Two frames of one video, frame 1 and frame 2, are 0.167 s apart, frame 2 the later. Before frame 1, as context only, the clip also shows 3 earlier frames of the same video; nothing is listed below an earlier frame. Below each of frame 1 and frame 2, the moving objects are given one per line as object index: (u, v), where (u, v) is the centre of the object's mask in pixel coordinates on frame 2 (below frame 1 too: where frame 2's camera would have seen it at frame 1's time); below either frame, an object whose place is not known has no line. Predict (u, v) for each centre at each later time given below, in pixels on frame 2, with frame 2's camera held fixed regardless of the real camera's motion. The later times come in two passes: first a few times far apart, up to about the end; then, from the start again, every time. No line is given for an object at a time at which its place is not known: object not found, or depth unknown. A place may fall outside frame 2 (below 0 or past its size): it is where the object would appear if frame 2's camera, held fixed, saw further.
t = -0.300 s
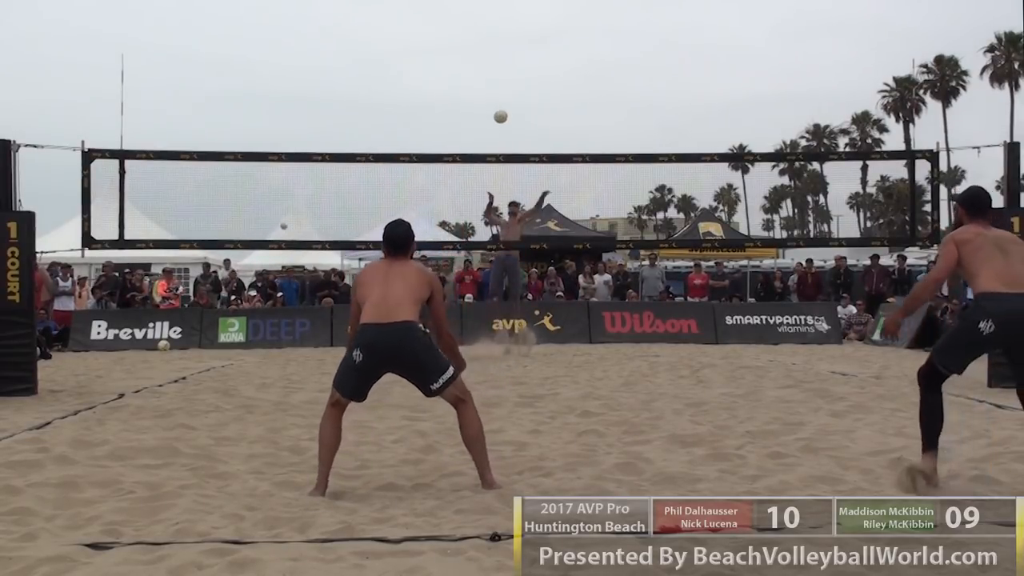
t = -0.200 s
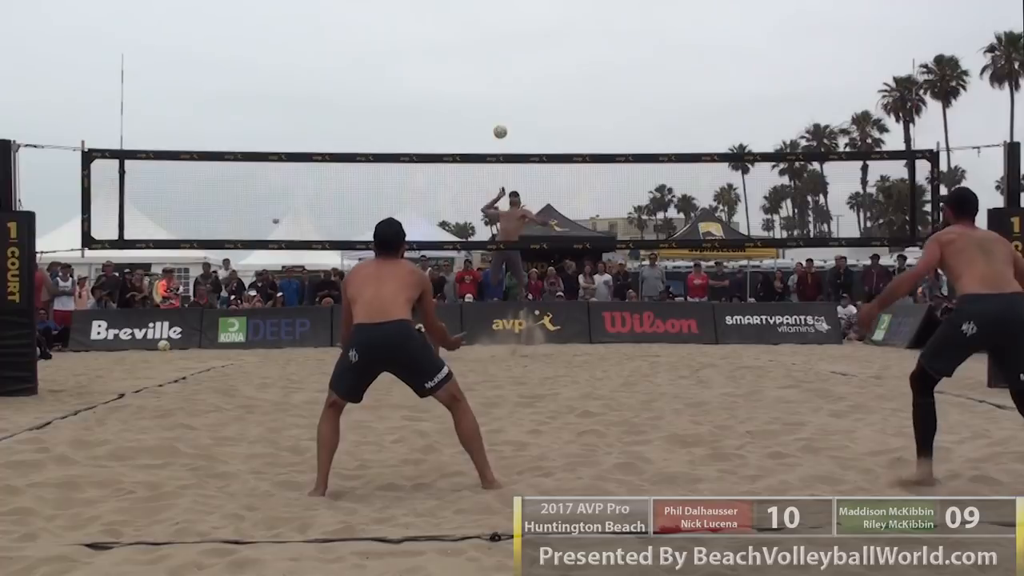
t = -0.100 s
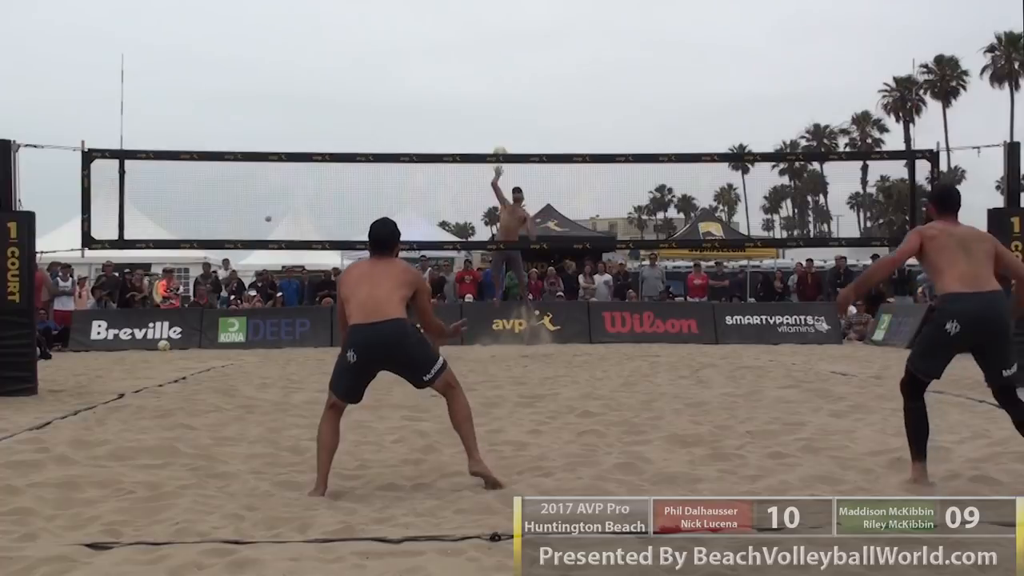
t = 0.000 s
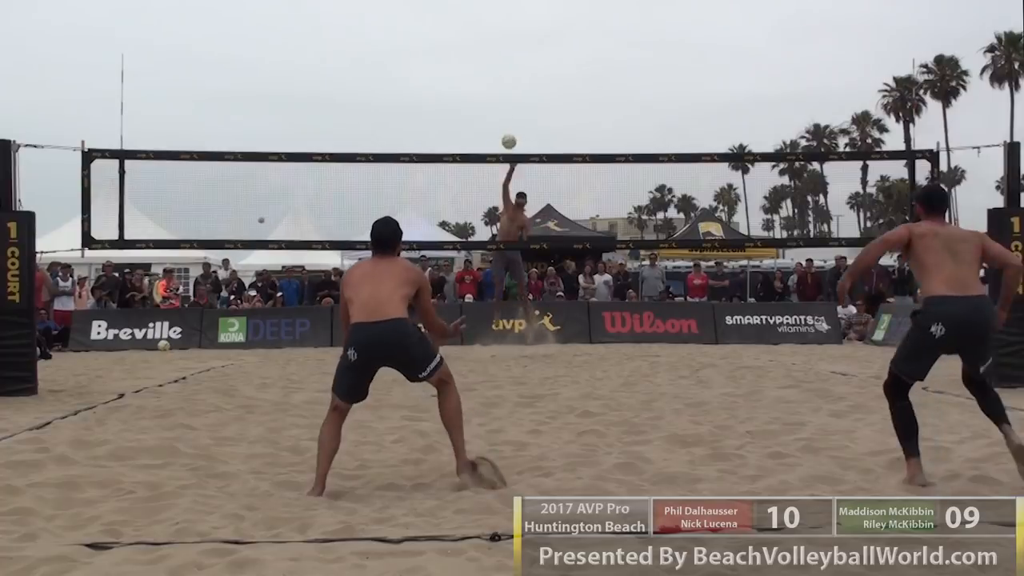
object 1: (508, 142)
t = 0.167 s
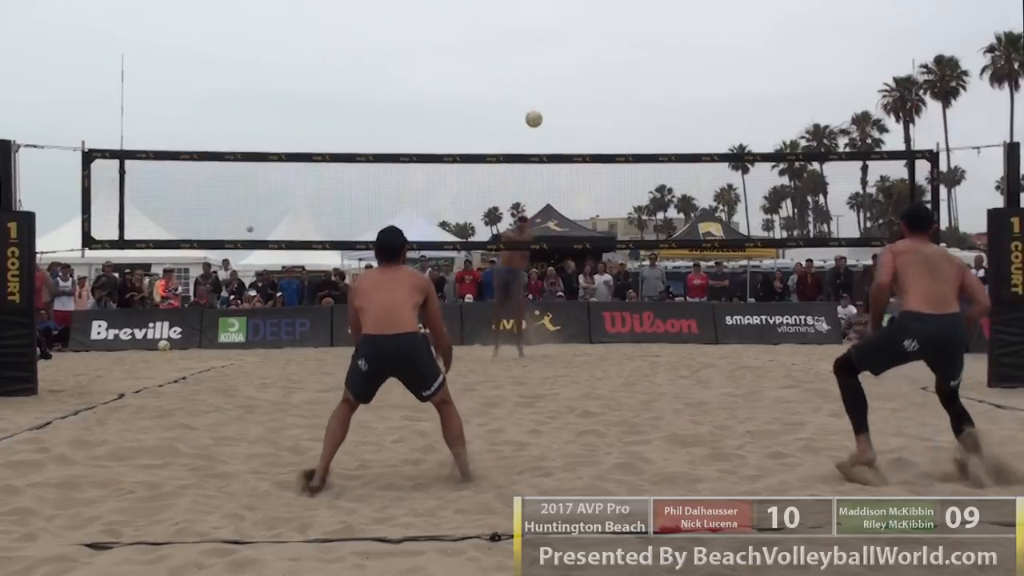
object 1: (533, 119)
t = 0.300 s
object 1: (560, 121)
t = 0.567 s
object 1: (644, 219)
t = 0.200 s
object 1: (539, 118)
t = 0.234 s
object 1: (546, 118)
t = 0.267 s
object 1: (553, 119)
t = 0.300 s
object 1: (560, 121)
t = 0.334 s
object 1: (568, 126)
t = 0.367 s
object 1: (577, 132)
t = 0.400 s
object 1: (586, 140)
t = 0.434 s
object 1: (596, 150)
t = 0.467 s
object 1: (606, 164)
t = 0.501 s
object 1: (618, 180)
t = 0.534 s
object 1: (630, 198)
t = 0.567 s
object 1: (644, 219)
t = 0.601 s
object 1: (659, 243)
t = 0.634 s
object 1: (676, 275)
